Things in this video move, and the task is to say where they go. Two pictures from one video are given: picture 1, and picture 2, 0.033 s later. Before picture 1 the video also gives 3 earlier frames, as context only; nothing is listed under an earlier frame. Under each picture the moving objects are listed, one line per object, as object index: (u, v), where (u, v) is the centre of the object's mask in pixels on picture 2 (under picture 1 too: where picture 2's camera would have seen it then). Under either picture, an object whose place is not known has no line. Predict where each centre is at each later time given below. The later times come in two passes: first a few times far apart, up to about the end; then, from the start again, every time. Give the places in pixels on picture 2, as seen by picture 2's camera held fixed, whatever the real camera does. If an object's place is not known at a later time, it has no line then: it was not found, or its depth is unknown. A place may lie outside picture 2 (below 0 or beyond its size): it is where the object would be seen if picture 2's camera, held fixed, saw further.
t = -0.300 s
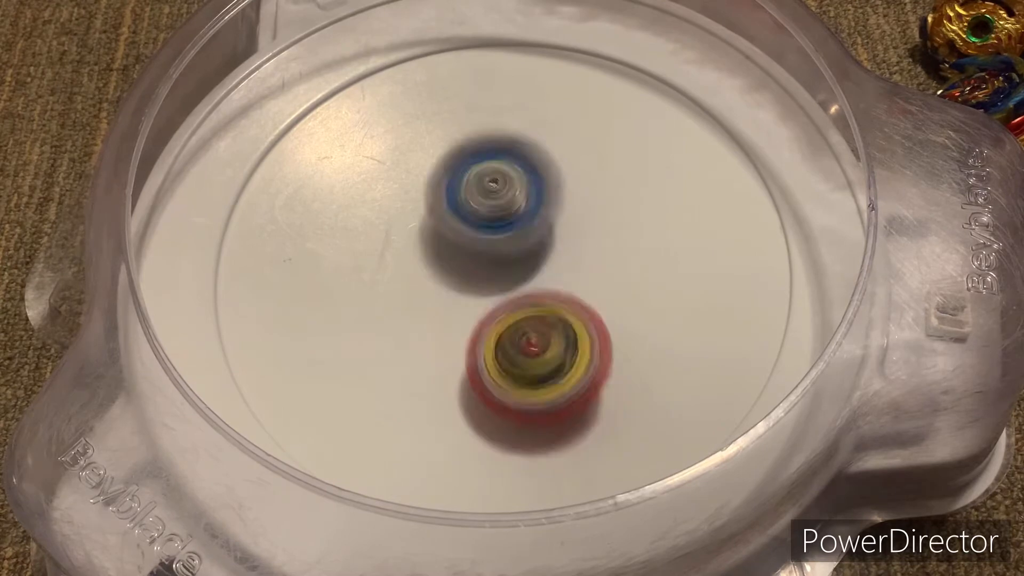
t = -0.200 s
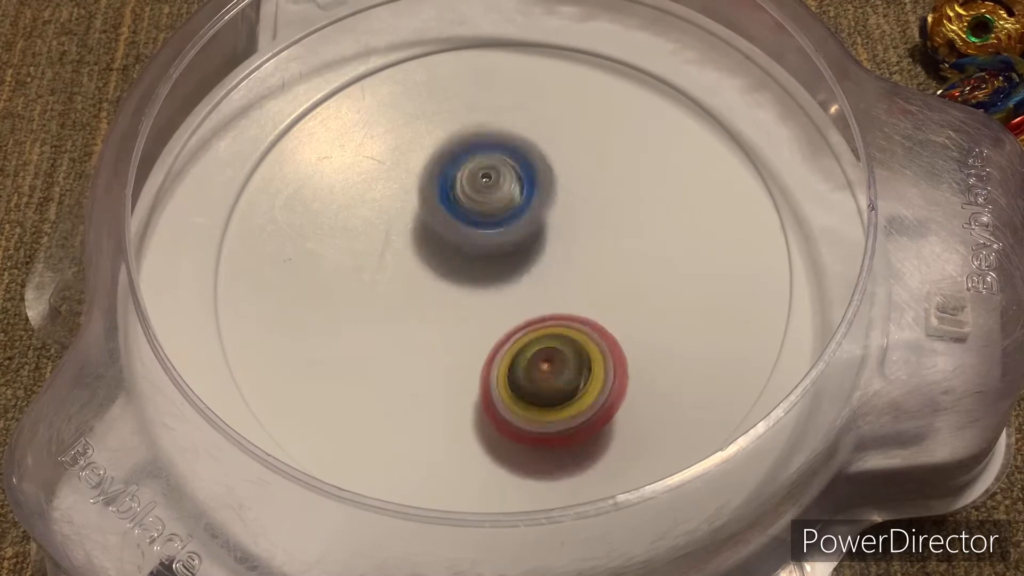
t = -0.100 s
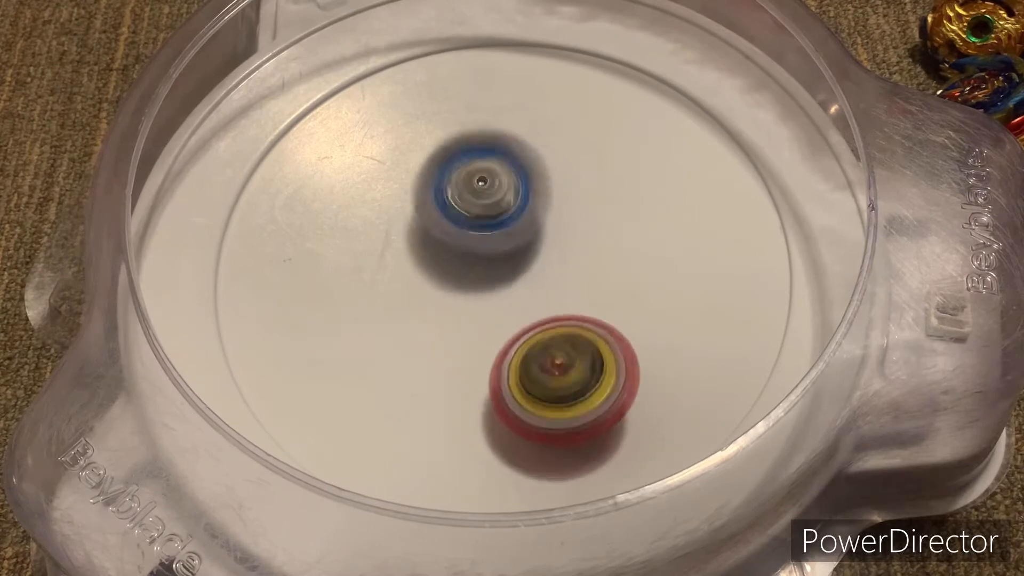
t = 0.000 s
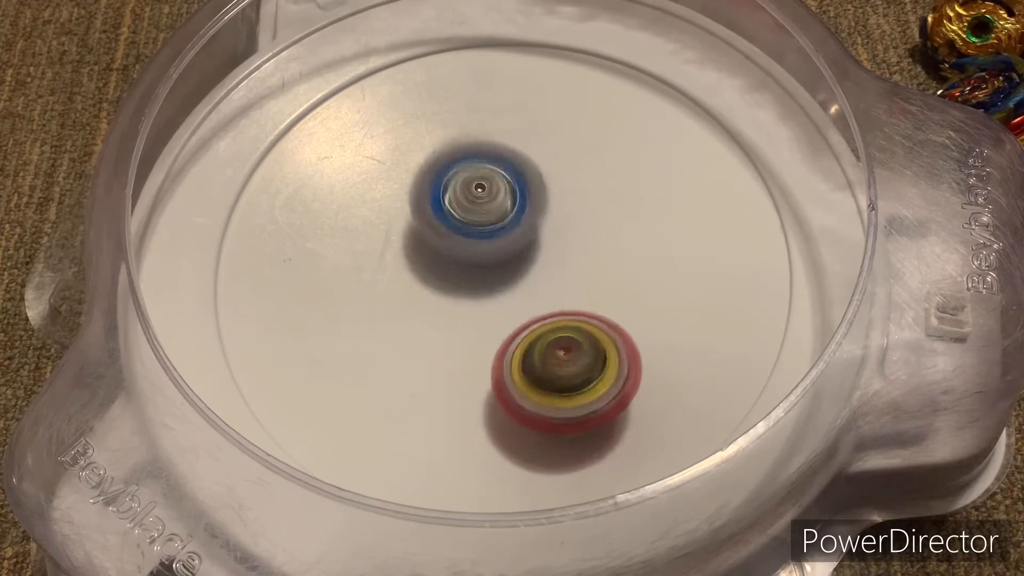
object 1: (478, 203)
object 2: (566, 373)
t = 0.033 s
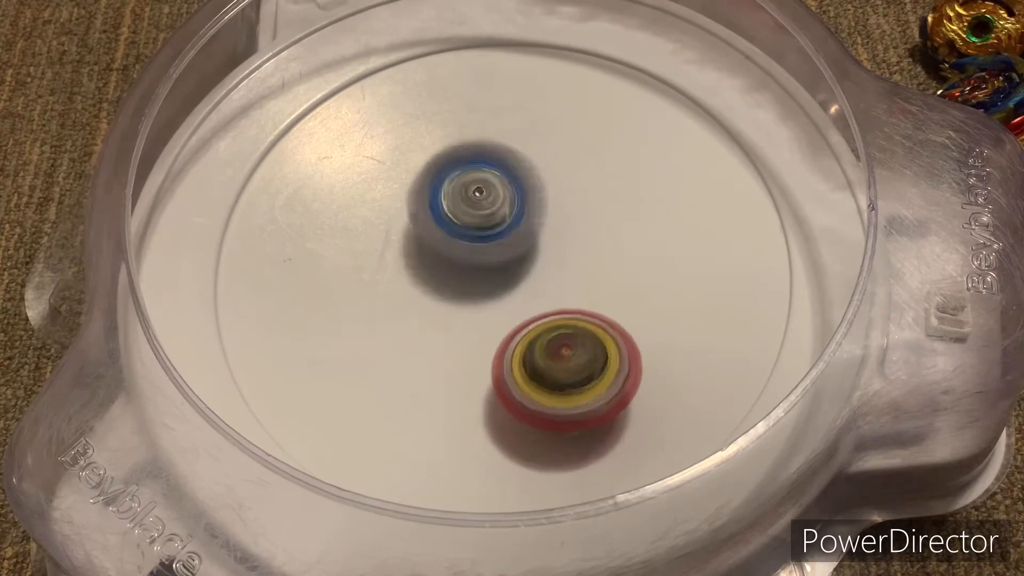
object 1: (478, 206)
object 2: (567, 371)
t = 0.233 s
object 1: (472, 235)
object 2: (562, 349)
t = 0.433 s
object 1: (464, 247)
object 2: (568, 333)
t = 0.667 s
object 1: (451, 240)
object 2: (593, 315)
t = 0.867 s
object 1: (461, 242)
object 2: (597, 285)
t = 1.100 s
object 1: (462, 241)
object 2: (605, 261)
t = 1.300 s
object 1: (460, 239)
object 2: (613, 244)
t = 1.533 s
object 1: (463, 244)
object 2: (609, 230)
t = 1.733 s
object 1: (439, 251)
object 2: (635, 218)
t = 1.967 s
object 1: (424, 263)
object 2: (629, 213)
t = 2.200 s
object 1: (442, 272)
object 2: (594, 221)
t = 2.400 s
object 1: (433, 291)
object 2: (593, 206)
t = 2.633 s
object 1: (442, 293)
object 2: (566, 189)
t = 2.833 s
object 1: (471, 291)
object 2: (544, 179)
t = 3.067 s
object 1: (500, 292)
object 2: (536, 155)
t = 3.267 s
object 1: (530, 296)
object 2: (523, 147)
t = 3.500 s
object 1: (541, 299)
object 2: (509, 151)
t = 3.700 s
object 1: (538, 284)
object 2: (493, 170)
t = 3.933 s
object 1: (534, 297)
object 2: (463, 179)
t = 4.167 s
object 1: (525, 298)
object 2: (433, 188)
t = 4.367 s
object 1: (511, 298)
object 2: (420, 198)
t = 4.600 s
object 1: (506, 297)
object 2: (412, 191)
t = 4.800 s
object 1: (512, 304)
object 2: (419, 190)
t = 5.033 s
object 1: (518, 302)
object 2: (427, 189)
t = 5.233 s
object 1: (521, 298)
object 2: (427, 192)
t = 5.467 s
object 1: (558, 311)
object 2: (372, 162)
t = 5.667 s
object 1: (558, 305)
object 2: (368, 178)
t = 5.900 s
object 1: (537, 273)
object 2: (393, 213)
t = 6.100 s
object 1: (619, 260)
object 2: (307, 225)
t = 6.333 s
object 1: (626, 254)
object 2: (328, 258)
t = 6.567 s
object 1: (570, 244)
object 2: (399, 276)
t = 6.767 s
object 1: (532, 199)
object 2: (431, 309)
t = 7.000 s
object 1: (522, 185)
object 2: (446, 322)
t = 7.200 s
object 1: (502, 192)
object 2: (459, 324)
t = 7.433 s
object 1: (479, 203)
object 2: (475, 337)
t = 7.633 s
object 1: (475, 222)
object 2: (491, 346)
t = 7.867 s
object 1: (481, 230)
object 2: (501, 350)
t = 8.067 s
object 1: (498, 222)
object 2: (507, 355)
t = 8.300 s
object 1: (511, 218)
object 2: (518, 344)
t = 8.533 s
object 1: (509, 179)
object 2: (546, 375)
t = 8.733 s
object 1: (512, 180)
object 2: (553, 360)
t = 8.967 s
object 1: (499, 200)
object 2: (554, 321)
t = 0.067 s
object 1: (474, 212)
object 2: (568, 369)
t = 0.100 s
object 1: (476, 213)
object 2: (568, 366)
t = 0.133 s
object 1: (473, 221)
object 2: (567, 362)
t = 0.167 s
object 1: (473, 225)
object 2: (565, 358)
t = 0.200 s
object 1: (471, 232)
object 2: (563, 353)
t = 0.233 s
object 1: (472, 235)
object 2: (562, 349)
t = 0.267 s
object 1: (470, 243)
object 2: (561, 342)
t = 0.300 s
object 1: (468, 243)
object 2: (563, 341)
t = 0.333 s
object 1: (462, 243)
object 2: (566, 344)
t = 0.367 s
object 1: (465, 243)
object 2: (567, 342)
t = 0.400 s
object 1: (463, 246)
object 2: (568, 338)
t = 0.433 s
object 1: (464, 247)
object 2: (568, 333)
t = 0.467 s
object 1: (457, 246)
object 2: (576, 334)
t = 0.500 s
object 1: (453, 242)
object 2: (583, 336)
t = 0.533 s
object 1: (451, 240)
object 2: (586, 332)
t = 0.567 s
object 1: (452, 242)
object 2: (587, 327)
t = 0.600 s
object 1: (450, 240)
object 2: (589, 323)
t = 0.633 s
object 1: (452, 240)
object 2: (591, 319)
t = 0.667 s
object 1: (451, 240)
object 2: (593, 315)
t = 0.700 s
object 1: (453, 241)
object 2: (594, 310)
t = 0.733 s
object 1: (452, 240)
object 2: (595, 304)
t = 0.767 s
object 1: (455, 242)
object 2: (595, 300)
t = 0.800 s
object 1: (457, 240)
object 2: (596, 295)
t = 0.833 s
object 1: (459, 244)
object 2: (597, 291)
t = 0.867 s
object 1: (461, 242)
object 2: (597, 285)
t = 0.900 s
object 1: (460, 244)
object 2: (601, 283)
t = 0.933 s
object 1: (460, 241)
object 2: (602, 280)
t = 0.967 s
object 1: (460, 242)
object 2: (603, 276)
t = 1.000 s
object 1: (462, 239)
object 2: (603, 271)
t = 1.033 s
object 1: (463, 241)
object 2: (604, 267)
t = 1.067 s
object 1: (463, 240)
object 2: (605, 264)
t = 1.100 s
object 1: (462, 241)
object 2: (605, 261)
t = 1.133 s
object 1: (464, 240)
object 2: (606, 257)
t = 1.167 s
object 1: (464, 241)
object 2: (607, 254)
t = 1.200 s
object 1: (465, 241)
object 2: (607, 251)
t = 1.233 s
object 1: (461, 241)
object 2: (611, 249)
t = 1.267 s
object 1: (461, 240)
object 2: (612, 247)
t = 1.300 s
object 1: (460, 239)
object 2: (613, 244)
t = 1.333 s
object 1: (461, 241)
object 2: (613, 241)
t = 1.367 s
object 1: (461, 239)
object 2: (612, 239)
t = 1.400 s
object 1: (462, 242)
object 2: (611, 238)
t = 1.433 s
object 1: (463, 240)
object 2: (611, 236)
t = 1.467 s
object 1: (463, 243)
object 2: (610, 233)
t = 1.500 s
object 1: (466, 242)
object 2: (608, 232)
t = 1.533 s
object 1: (463, 244)
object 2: (609, 230)
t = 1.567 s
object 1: (466, 245)
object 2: (608, 230)
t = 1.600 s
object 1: (463, 245)
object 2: (611, 228)
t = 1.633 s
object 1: (465, 246)
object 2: (610, 227)
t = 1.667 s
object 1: (466, 245)
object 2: (608, 226)
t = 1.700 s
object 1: (453, 251)
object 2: (622, 222)
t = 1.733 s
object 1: (439, 251)
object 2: (635, 218)
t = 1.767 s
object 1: (430, 255)
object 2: (639, 217)
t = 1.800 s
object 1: (430, 256)
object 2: (639, 216)
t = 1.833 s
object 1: (426, 256)
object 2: (638, 215)
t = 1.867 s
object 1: (426, 258)
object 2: (636, 214)
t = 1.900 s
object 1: (425, 259)
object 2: (635, 214)
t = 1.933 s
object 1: (422, 263)
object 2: (632, 213)
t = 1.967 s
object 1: (424, 263)
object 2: (629, 213)
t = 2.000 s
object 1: (424, 263)
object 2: (626, 214)
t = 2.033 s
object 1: (427, 267)
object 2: (622, 215)
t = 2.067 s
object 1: (430, 266)
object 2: (618, 216)
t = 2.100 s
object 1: (429, 268)
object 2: (613, 217)
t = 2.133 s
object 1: (436, 271)
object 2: (606, 218)
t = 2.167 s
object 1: (438, 269)
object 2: (600, 220)
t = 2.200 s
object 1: (442, 272)
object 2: (594, 221)
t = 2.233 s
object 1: (448, 272)
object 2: (587, 221)
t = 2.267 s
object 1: (449, 275)
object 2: (583, 220)
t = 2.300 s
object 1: (452, 277)
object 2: (582, 219)
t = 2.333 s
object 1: (443, 282)
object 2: (591, 212)
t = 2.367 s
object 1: (434, 291)
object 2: (595, 208)
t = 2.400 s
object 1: (433, 291)
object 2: (593, 206)
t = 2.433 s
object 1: (431, 291)
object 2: (588, 203)
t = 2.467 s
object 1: (430, 295)
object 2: (584, 201)
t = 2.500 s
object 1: (433, 294)
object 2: (581, 198)
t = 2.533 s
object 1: (434, 293)
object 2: (577, 195)
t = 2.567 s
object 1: (435, 297)
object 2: (573, 193)
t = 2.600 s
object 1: (439, 294)
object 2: (569, 192)
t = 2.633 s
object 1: (442, 293)
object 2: (566, 189)
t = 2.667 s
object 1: (445, 296)
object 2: (561, 188)
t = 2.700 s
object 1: (451, 294)
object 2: (557, 186)
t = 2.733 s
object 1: (456, 292)
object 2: (553, 186)
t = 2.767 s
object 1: (460, 294)
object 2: (550, 184)
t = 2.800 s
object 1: (469, 289)
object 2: (545, 183)
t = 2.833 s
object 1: (471, 291)
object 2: (544, 179)
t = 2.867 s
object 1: (472, 297)
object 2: (547, 168)
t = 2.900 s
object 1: (477, 296)
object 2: (547, 164)
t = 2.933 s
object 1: (480, 295)
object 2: (545, 162)
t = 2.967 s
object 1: (484, 297)
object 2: (542, 159)
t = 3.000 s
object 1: (493, 291)
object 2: (539, 157)
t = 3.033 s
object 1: (495, 294)
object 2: (538, 157)
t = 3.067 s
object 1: (500, 292)
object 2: (536, 155)
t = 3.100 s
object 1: (507, 293)
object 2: (534, 154)
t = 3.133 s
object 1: (512, 291)
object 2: (532, 156)
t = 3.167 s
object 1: (516, 289)
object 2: (531, 157)
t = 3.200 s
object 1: (523, 288)
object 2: (528, 158)
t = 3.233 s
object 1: (527, 287)
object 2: (526, 159)
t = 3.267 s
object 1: (530, 296)
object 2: (523, 147)
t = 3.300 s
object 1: (534, 299)
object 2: (522, 141)
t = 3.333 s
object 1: (537, 298)
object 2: (519, 140)
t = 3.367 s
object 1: (537, 299)
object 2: (517, 142)
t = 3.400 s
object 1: (540, 300)
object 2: (516, 143)
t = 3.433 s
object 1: (542, 299)
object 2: (513, 145)
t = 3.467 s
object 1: (541, 298)
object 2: (510, 148)
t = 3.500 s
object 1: (541, 299)
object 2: (509, 151)
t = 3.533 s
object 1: (541, 299)
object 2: (506, 154)
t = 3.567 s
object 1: (543, 294)
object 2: (503, 157)
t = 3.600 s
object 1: (541, 295)
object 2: (502, 160)
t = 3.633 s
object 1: (540, 293)
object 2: (499, 163)
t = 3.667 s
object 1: (541, 287)
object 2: (496, 167)
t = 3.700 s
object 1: (538, 284)
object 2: (493, 170)
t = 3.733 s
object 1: (539, 293)
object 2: (487, 166)
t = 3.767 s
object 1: (541, 297)
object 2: (482, 164)
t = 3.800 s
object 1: (540, 297)
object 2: (478, 167)
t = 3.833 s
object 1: (536, 297)
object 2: (475, 170)
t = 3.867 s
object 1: (537, 300)
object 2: (470, 173)
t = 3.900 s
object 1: (537, 300)
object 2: (466, 175)
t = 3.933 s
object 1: (534, 297)
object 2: (463, 179)
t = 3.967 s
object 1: (531, 298)
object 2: (459, 182)
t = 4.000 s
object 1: (531, 300)
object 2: (455, 185)
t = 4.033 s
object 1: (529, 296)
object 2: (452, 188)
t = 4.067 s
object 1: (525, 294)
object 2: (448, 191)
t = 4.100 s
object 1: (520, 295)
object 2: (443, 193)
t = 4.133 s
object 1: (526, 300)
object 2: (437, 189)
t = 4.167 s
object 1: (525, 298)
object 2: (433, 188)
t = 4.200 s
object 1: (521, 298)
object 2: (429, 190)
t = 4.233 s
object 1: (517, 299)
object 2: (427, 193)
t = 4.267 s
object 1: (517, 300)
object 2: (425, 193)
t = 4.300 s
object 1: (516, 298)
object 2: (422, 195)
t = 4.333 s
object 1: (513, 296)
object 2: (421, 197)
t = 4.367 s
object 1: (511, 298)
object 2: (420, 198)
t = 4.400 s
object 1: (509, 297)
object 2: (418, 200)
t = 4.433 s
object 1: (510, 295)
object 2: (419, 201)
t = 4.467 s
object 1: (508, 296)
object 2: (417, 196)
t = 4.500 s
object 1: (506, 298)
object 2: (417, 195)
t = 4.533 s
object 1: (504, 299)
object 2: (418, 196)
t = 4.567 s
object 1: (506, 295)
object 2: (418, 196)
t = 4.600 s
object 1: (506, 297)
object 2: (412, 191)
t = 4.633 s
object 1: (507, 300)
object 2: (414, 190)
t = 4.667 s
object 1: (506, 299)
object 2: (415, 190)
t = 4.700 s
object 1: (508, 297)
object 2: (417, 193)
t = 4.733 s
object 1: (505, 296)
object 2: (420, 194)
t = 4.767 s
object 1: (504, 295)
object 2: (421, 196)
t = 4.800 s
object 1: (512, 304)
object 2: (419, 190)
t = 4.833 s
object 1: (517, 307)
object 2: (416, 182)
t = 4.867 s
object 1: (518, 305)
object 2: (416, 179)
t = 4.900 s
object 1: (517, 305)
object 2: (419, 180)
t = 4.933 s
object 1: (517, 305)
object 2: (420, 182)
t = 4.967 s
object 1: (518, 306)
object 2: (422, 184)
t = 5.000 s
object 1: (518, 305)
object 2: (425, 187)
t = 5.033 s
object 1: (518, 302)
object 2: (427, 189)
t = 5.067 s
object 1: (515, 300)
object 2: (429, 194)
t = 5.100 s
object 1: (514, 299)
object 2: (432, 197)
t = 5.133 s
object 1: (518, 304)
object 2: (429, 195)
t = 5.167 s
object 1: (523, 305)
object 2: (426, 190)
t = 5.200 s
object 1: (525, 301)
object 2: (426, 189)
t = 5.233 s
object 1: (521, 298)
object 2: (427, 192)
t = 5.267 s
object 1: (517, 296)
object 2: (428, 197)
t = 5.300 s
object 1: (517, 296)
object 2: (427, 200)
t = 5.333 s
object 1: (526, 300)
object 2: (421, 197)
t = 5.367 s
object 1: (540, 308)
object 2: (401, 181)
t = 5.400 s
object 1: (552, 311)
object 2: (387, 168)
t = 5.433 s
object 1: (555, 312)
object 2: (378, 163)
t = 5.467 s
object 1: (558, 311)
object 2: (372, 162)
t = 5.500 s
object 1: (559, 311)
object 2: (368, 163)
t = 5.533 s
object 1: (559, 310)
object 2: (367, 165)
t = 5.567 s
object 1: (559, 309)
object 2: (366, 168)
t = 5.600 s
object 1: (559, 308)
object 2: (366, 171)
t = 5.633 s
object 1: (559, 307)
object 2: (367, 174)
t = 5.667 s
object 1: (558, 305)
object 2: (368, 178)
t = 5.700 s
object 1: (558, 302)
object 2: (370, 181)
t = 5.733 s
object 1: (556, 298)
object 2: (372, 185)
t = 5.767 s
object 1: (554, 294)
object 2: (374, 189)
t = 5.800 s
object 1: (551, 289)
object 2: (377, 193)
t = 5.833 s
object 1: (548, 284)
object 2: (381, 199)
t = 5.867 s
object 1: (543, 279)
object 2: (386, 205)
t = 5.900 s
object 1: (537, 273)
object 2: (393, 213)
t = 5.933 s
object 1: (533, 268)
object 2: (402, 222)
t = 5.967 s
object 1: (556, 267)
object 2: (378, 220)
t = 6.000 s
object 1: (582, 265)
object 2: (348, 218)
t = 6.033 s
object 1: (599, 264)
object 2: (327, 218)
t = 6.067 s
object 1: (611, 262)
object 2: (316, 218)
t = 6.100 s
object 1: (619, 260)
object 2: (307, 225)
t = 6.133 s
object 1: (623, 259)
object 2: (303, 231)
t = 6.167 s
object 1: (625, 258)
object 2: (300, 238)
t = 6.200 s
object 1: (628, 256)
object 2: (304, 242)
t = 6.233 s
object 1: (629, 255)
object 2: (306, 247)
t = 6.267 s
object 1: (629, 255)
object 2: (314, 251)
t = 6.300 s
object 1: (628, 254)
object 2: (319, 254)
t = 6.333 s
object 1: (626, 254)
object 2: (328, 258)
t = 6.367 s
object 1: (622, 253)
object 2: (336, 260)
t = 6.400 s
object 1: (617, 252)
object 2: (346, 263)
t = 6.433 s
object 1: (611, 252)
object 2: (355, 266)
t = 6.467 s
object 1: (603, 251)
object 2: (364, 269)
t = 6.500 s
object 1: (595, 249)
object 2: (374, 270)
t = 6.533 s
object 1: (583, 246)
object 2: (384, 274)
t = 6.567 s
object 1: (570, 244)
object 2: (399, 276)
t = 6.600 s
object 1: (557, 239)
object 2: (412, 280)
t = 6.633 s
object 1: (548, 231)
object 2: (426, 283)
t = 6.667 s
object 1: (545, 220)
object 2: (425, 292)
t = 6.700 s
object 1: (540, 213)
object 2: (423, 298)
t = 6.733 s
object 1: (535, 206)
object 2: (426, 304)
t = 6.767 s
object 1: (532, 199)
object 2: (431, 309)
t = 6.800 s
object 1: (530, 192)
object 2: (436, 311)
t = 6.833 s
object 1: (528, 189)
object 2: (438, 315)
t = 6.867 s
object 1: (527, 185)
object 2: (439, 316)
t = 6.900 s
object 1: (526, 185)
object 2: (441, 318)
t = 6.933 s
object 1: (526, 185)
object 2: (443, 319)
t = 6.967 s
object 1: (523, 186)
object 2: (444, 321)
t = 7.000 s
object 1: (522, 185)
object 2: (446, 322)
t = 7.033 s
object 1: (518, 185)
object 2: (447, 323)
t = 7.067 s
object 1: (516, 184)
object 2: (449, 323)
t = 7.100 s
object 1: (509, 184)
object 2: (452, 324)
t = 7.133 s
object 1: (507, 186)
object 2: (454, 324)
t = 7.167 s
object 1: (504, 188)
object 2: (457, 324)
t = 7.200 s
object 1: (502, 192)
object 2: (459, 324)
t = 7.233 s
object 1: (500, 195)
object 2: (462, 324)
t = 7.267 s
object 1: (495, 201)
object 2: (465, 323)
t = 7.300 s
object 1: (490, 199)
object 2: (467, 331)
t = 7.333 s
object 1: (487, 201)
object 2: (467, 338)
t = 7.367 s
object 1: (485, 202)
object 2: (468, 338)
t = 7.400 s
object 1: (482, 203)
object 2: (471, 337)
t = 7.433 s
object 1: (479, 203)
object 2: (475, 337)
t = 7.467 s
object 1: (479, 205)
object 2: (478, 337)
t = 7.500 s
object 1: (479, 207)
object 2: (481, 338)
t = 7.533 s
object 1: (480, 212)
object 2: (483, 338)
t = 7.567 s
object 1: (479, 217)
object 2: (486, 339)
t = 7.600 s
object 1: (475, 219)
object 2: (489, 344)
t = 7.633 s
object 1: (475, 222)
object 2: (491, 346)
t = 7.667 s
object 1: (475, 222)
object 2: (492, 345)
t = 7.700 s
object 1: (474, 223)
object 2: (495, 345)
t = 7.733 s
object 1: (475, 223)
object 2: (497, 348)
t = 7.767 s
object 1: (478, 224)
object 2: (496, 350)
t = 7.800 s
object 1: (480, 227)
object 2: (497, 349)
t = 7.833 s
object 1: (481, 228)
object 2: (499, 350)
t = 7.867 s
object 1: (481, 230)
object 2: (501, 350)
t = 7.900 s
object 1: (483, 231)
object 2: (502, 349)
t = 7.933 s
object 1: (483, 226)
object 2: (503, 352)
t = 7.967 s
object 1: (486, 224)
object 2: (502, 351)
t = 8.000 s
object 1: (492, 225)
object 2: (504, 349)
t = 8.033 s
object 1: (496, 225)
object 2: (506, 351)
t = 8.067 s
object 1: (498, 222)
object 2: (507, 355)
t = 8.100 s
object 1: (498, 223)
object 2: (506, 354)
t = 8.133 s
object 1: (500, 220)
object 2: (508, 351)
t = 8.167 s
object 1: (501, 217)
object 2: (511, 350)
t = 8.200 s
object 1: (506, 215)
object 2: (512, 348)
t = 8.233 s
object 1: (509, 215)
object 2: (514, 348)
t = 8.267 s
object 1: (510, 217)
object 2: (515, 345)
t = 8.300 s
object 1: (511, 218)
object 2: (518, 344)
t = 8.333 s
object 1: (512, 217)
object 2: (519, 341)
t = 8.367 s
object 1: (512, 216)
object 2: (523, 339)
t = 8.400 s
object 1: (512, 211)
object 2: (527, 343)
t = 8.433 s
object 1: (512, 197)
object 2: (534, 357)
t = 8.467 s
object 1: (511, 188)
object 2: (537, 369)
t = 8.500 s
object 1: (508, 184)
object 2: (542, 373)
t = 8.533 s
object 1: (509, 179)
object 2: (546, 375)
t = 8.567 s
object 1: (510, 178)
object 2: (548, 375)
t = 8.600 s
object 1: (512, 182)
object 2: (550, 373)
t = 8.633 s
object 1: (513, 185)
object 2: (550, 371)
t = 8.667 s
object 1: (512, 183)
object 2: (552, 367)
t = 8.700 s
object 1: (512, 181)
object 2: (552, 364)
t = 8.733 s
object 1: (512, 180)
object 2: (553, 360)
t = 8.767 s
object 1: (511, 186)
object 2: (554, 357)
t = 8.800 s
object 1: (511, 189)
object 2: (554, 353)
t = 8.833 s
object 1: (506, 190)
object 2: (555, 349)
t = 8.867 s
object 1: (508, 193)
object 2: (552, 340)
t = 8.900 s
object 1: (509, 200)
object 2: (551, 328)
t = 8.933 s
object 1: (506, 205)
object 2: (550, 318)
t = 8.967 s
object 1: (499, 200)
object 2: (554, 321)
